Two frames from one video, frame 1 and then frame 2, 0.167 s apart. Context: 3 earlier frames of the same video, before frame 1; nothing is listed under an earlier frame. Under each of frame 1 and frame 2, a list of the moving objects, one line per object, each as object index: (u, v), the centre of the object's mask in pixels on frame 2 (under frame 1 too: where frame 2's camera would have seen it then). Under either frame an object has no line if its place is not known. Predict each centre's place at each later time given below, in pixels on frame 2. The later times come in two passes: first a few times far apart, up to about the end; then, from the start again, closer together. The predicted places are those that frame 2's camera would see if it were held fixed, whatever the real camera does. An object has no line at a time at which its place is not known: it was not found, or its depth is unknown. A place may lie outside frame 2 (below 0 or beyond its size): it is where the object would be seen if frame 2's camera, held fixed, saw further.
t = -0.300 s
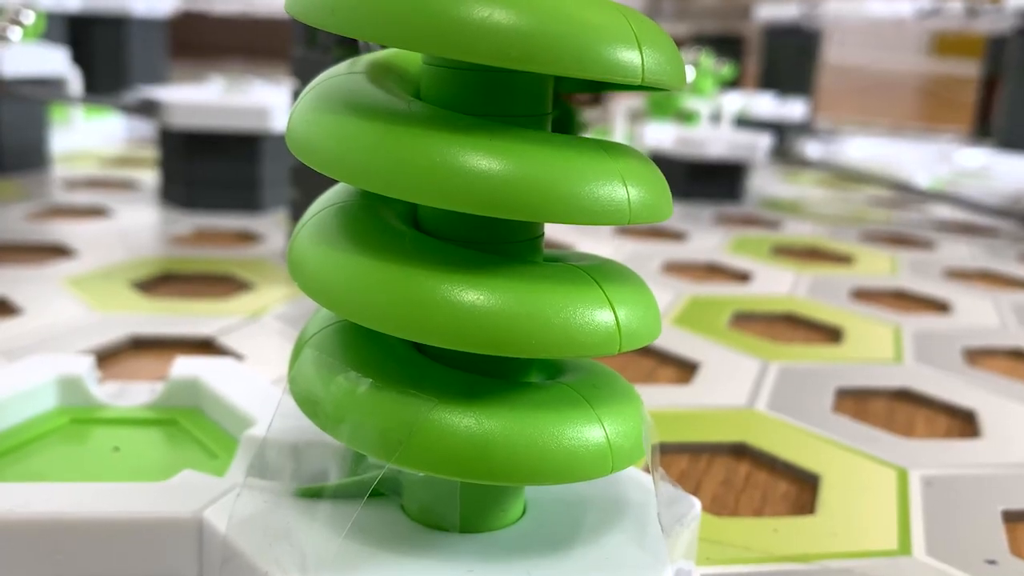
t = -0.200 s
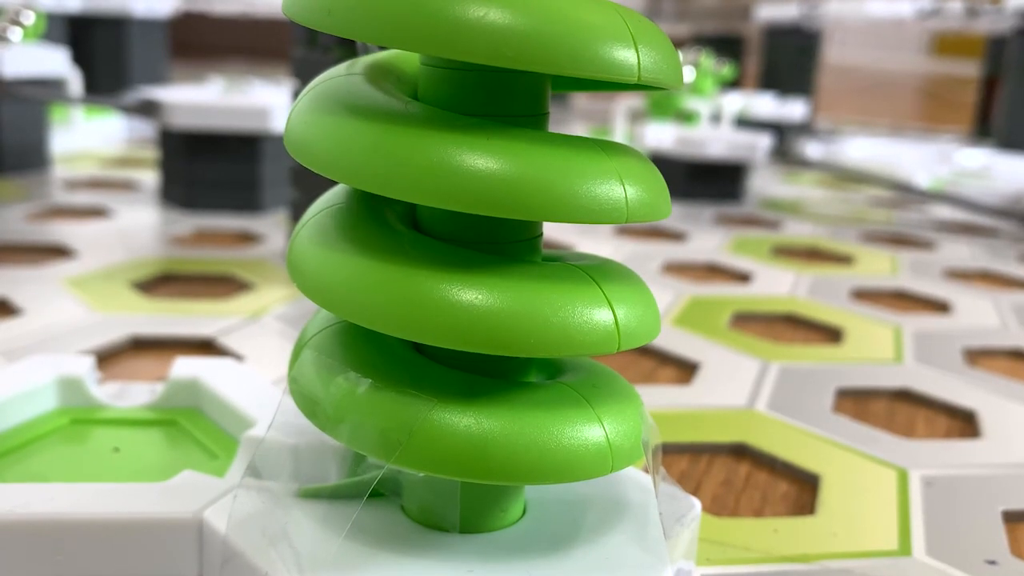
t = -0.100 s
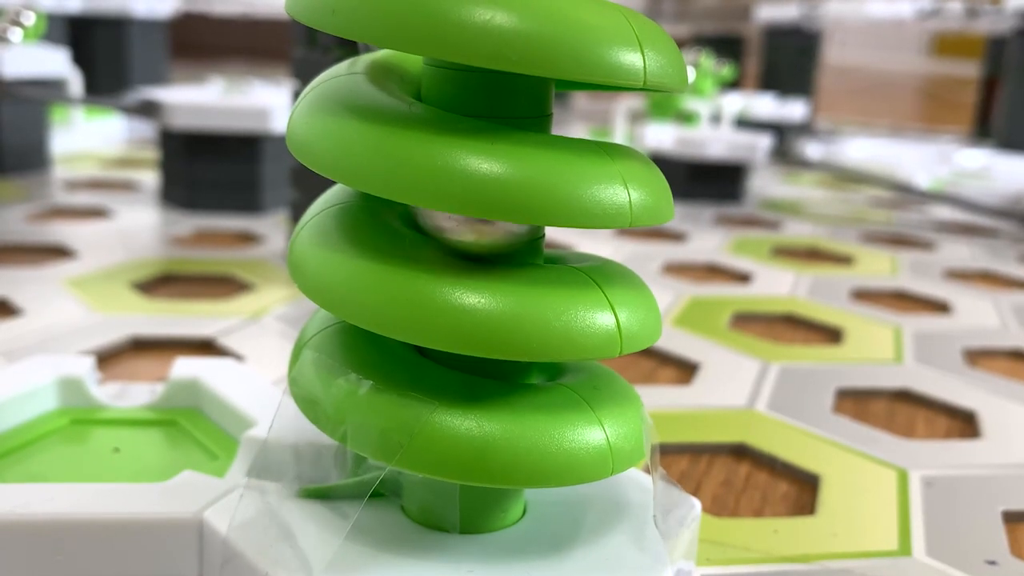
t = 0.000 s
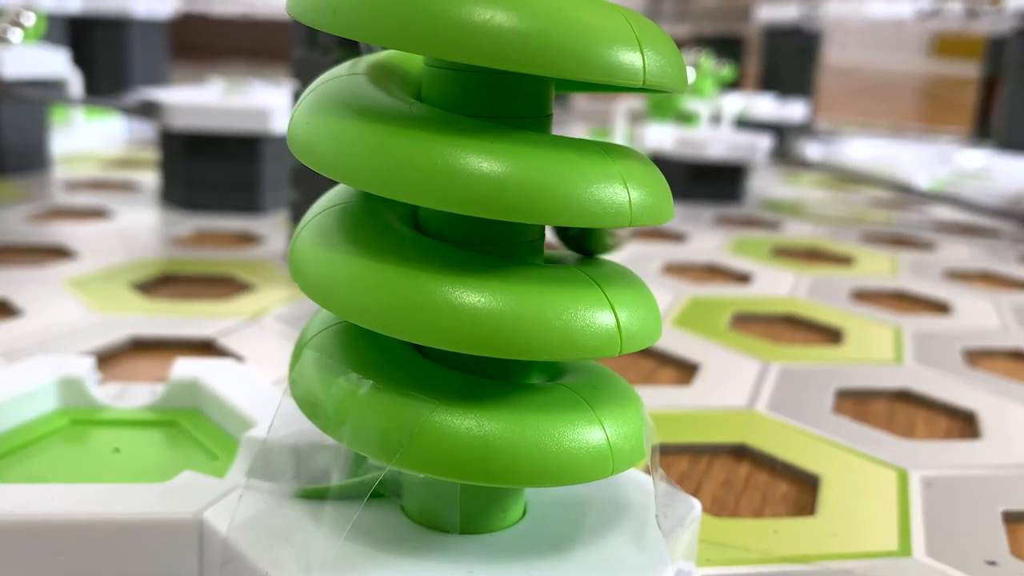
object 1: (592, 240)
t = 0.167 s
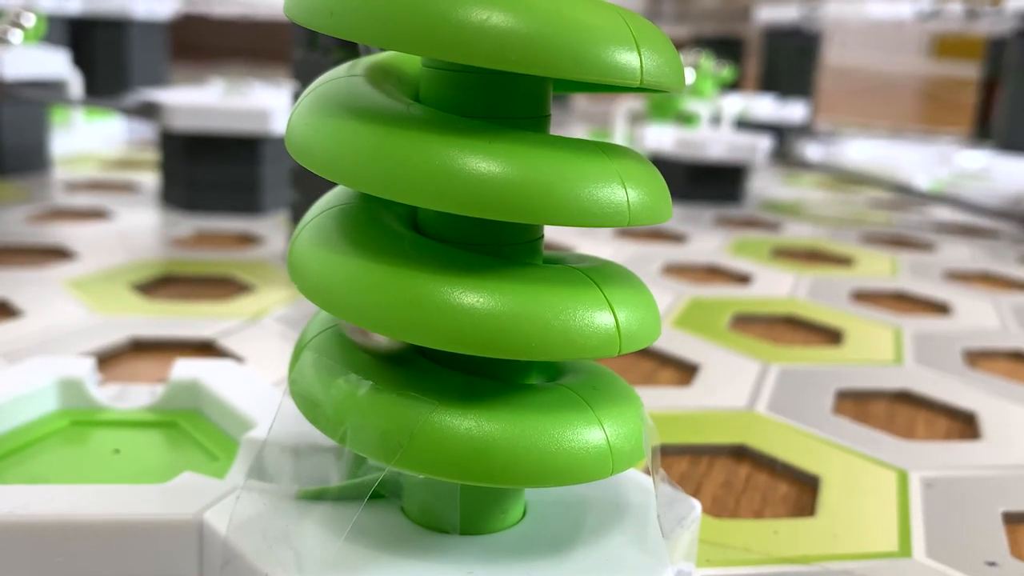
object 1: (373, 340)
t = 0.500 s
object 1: (59, 450)
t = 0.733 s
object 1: (81, 395)
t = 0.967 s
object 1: (168, 418)
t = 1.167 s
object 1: (164, 428)
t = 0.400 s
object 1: (298, 421)
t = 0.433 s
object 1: (220, 432)
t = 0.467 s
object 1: (139, 434)
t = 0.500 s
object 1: (59, 450)
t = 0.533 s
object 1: (16, 431)
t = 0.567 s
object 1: (22, 429)
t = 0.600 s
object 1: (31, 424)
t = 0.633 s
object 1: (36, 415)
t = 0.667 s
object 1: (48, 408)
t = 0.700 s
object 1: (65, 401)
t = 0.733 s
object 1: (81, 395)
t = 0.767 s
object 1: (91, 397)
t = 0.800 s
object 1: (102, 400)
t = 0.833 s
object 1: (116, 403)
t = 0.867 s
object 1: (128, 406)
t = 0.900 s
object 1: (141, 410)
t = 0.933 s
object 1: (155, 414)
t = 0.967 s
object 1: (168, 418)
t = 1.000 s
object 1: (181, 423)
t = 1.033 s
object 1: (195, 428)
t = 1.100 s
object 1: (185, 428)
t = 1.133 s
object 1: (174, 427)
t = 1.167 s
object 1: (164, 428)
